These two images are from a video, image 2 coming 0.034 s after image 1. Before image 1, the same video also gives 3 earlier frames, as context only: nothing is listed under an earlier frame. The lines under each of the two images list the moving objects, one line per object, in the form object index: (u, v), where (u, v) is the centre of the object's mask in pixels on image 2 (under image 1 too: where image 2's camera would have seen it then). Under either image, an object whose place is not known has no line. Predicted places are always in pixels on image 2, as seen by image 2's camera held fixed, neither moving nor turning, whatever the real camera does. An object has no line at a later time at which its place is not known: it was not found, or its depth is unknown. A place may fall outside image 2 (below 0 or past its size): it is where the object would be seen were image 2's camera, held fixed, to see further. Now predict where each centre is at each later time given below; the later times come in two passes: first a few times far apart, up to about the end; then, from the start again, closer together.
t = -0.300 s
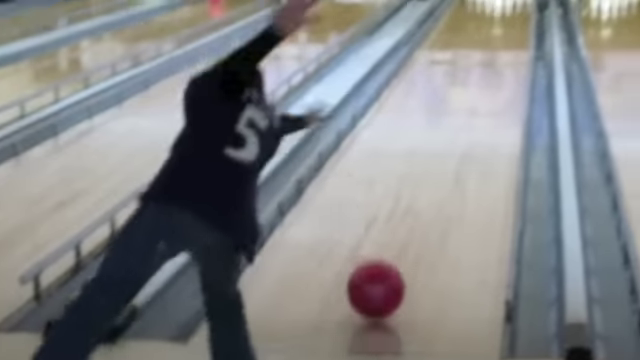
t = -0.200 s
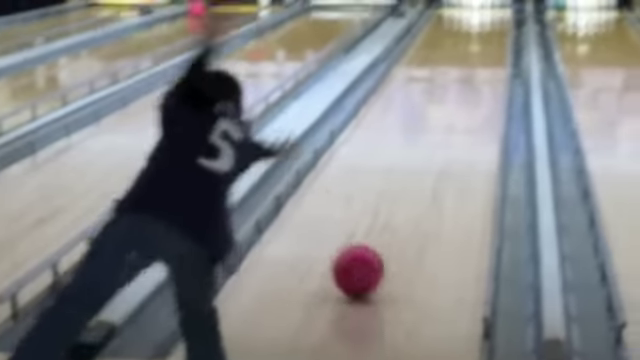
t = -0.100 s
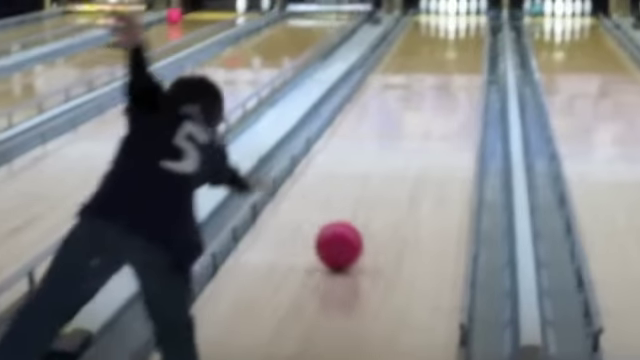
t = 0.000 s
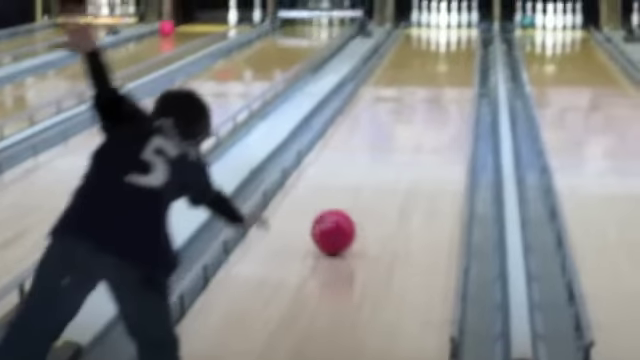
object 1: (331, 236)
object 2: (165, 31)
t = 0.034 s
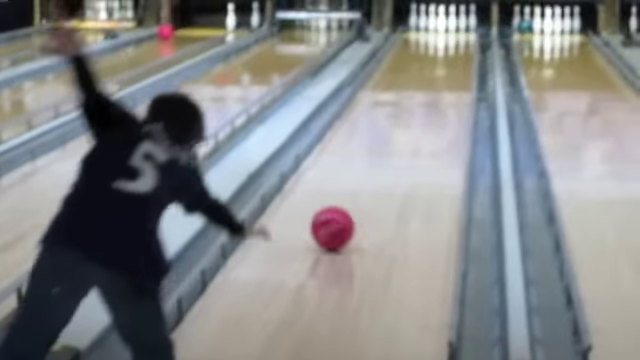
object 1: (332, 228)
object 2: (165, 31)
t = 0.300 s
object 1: (339, 177)
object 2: (171, 28)
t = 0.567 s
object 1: (343, 142)
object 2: (174, 26)
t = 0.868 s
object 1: (346, 114)
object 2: (180, 23)
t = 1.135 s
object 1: (363, 95)
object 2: (184, 21)
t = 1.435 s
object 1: (383, 79)
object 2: (189, 20)
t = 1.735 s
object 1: (395, 66)
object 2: (188, 24)
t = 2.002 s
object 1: (406, 56)
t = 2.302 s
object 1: (414, 48)
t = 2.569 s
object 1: (420, 41)
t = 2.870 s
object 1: (425, 35)
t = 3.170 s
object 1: (428, 31)
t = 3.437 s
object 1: (431, 26)
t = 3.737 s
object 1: (413, 24)
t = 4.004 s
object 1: (401, 26)
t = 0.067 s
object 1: (333, 221)
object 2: (166, 30)
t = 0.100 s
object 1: (334, 213)
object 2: (167, 30)
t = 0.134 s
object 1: (335, 206)
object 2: (167, 30)
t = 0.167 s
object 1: (336, 200)
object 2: (167, 30)
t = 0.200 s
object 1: (337, 193)
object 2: (169, 29)
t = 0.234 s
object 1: (337, 187)
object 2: (169, 29)
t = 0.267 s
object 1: (338, 182)
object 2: (170, 29)
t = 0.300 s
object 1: (339, 177)
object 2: (171, 28)
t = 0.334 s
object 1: (340, 172)
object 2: (171, 28)
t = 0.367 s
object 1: (340, 167)
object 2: (172, 28)
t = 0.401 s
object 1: (341, 163)
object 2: (172, 28)
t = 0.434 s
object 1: (342, 158)
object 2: (173, 28)
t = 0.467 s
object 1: (342, 154)
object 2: (173, 27)
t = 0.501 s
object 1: (342, 150)
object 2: (173, 28)
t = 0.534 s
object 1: (343, 146)
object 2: (174, 27)
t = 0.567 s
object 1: (343, 142)
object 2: (174, 26)
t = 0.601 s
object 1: (344, 139)
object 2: (175, 26)
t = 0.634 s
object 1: (344, 135)
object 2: (176, 26)
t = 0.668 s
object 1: (345, 131)
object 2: (177, 26)
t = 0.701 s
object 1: (345, 128)
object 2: (177, 25)
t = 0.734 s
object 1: (345, 125)
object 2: (178, 24)
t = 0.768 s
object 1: (345, 122)
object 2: (179, 24)
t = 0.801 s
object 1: (345, 119)
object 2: (179, 24)
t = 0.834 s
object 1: (346, 117)
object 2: (179, 24)
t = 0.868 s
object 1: (346, 114)
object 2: (180, 23)
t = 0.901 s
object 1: (346, 111)
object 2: (181, 23)
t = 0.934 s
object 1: (347, 109)
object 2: (182, 22)
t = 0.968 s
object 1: (349, 106)
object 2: (182, 22)
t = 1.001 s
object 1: (352, 104)
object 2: (182, 22)
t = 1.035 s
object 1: (355, 102)
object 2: (183, 22)
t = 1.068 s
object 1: (358, 99)
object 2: (183, 22)
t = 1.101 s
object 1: (360, 98)
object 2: (184, 21)
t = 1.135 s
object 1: (363, 95)
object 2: (184, 21)
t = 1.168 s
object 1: (366, 93)
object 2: (185, 21)
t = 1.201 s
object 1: (368, 91)
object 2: (185, 21)
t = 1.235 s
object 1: (370, 89)
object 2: (186, 21)
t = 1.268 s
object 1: (372, 87)
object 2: (187, 20)
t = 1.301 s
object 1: (374, 85)
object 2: (187, 20)
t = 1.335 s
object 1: (377, 84)
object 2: (187, 20)
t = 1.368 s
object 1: (379, 82)
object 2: (188, 20)
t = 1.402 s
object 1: (381, 80)
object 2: (189, 20)
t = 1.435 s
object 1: (383, 79)
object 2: (189, 20)
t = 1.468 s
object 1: (384, 77)
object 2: (189, 19)
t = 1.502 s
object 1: (386, 76)
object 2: (189, 20)
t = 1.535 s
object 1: (388, 75)
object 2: (189, 20)
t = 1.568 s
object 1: (390, 73)
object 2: (189, 20)
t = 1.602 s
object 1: (391, 71)
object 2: (188, 21)
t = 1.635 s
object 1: (392, 70)
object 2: (187, 22)
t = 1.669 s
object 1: (393, 69)
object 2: (187, 23)
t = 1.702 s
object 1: (395, 68)
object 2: (188, 23)
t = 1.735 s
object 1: (395, 66)
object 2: (188, 24)
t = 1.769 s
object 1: (396, 65)
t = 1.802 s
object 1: (397, 64)
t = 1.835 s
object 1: (398, 63)
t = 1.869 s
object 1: (399, 62)
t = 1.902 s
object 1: (401, 61)
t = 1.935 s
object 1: (401, 60)
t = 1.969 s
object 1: (404, 58)
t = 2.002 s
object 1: (406, 56)
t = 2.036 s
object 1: (407, 54)
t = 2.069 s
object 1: (408, 54)
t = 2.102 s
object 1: (408, 53)
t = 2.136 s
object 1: (409, 53)
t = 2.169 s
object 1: (410, 52)
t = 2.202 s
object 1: (411, 51)
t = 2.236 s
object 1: (412, 50)
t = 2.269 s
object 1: (413, 49)
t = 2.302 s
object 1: (414, 48)
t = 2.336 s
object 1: (415, 47)
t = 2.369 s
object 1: (416, 46)
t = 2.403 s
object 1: (417, 46)
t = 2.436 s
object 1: (417, 44)
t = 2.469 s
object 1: (418, 43)
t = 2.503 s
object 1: (419, 42)
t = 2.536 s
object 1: (419, 42)
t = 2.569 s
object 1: (420, 41)
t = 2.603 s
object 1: (420, 41)
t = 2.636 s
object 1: (421, 40)
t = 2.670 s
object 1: (421, 40)
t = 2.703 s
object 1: (422, 39)
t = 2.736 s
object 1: (422, 38)
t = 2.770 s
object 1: (423, 38)
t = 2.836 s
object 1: (424, 36)
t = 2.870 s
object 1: (425, 35)
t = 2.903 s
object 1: (426, 34)
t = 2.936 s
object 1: (426, 34)
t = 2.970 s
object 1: (427, 33)
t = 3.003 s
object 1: (427, 32)
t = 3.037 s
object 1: (428, 32)
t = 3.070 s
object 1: (428, 32)
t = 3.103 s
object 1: (428, 31)
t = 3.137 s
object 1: (428, 31)
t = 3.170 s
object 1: (428, 31)
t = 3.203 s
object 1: (429, 30)
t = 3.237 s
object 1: (429, 30)
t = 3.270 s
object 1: (430, 29)
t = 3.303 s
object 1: (429, 28)
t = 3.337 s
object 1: (430, 27)
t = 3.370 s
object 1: (430, 27)
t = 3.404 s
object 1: (431, 26)
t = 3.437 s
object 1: (431, 26)
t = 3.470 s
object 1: (430, 26)
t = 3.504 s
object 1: (428, 25)
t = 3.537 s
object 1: (426, 25)
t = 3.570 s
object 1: (424, 25)
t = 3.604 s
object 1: (422, 25)
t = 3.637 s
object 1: (421, 25)
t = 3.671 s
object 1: (417, 25)
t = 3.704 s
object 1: (415, 24)
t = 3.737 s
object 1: (413, 24)
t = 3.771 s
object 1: (412, 24)
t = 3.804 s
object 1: (410, 24)
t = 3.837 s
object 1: (406, 24)
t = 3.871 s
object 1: (403, 23)
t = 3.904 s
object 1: (402, 24)
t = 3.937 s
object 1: (401, 25)
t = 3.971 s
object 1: (401, 25)
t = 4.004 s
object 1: (401, 26)
